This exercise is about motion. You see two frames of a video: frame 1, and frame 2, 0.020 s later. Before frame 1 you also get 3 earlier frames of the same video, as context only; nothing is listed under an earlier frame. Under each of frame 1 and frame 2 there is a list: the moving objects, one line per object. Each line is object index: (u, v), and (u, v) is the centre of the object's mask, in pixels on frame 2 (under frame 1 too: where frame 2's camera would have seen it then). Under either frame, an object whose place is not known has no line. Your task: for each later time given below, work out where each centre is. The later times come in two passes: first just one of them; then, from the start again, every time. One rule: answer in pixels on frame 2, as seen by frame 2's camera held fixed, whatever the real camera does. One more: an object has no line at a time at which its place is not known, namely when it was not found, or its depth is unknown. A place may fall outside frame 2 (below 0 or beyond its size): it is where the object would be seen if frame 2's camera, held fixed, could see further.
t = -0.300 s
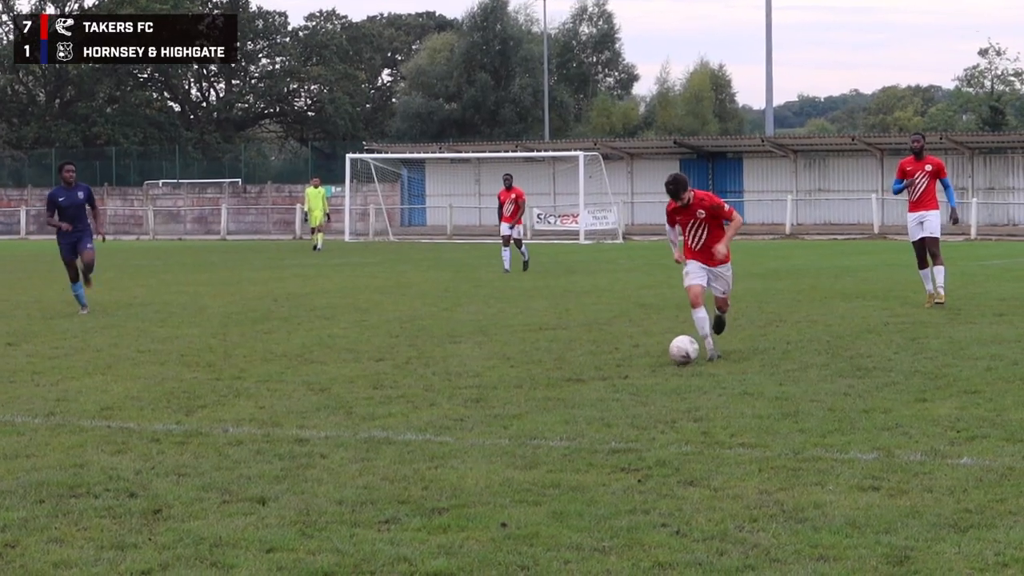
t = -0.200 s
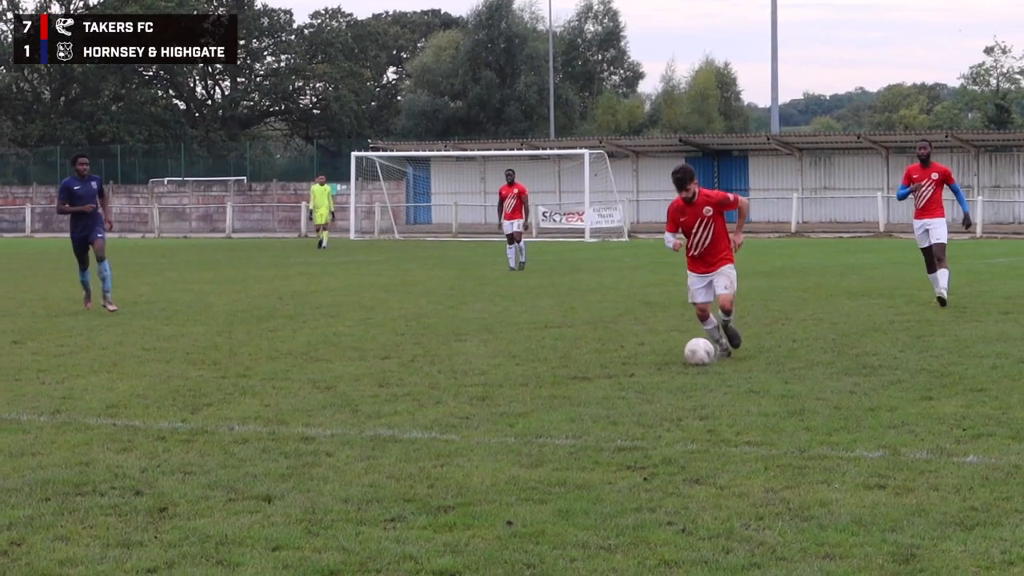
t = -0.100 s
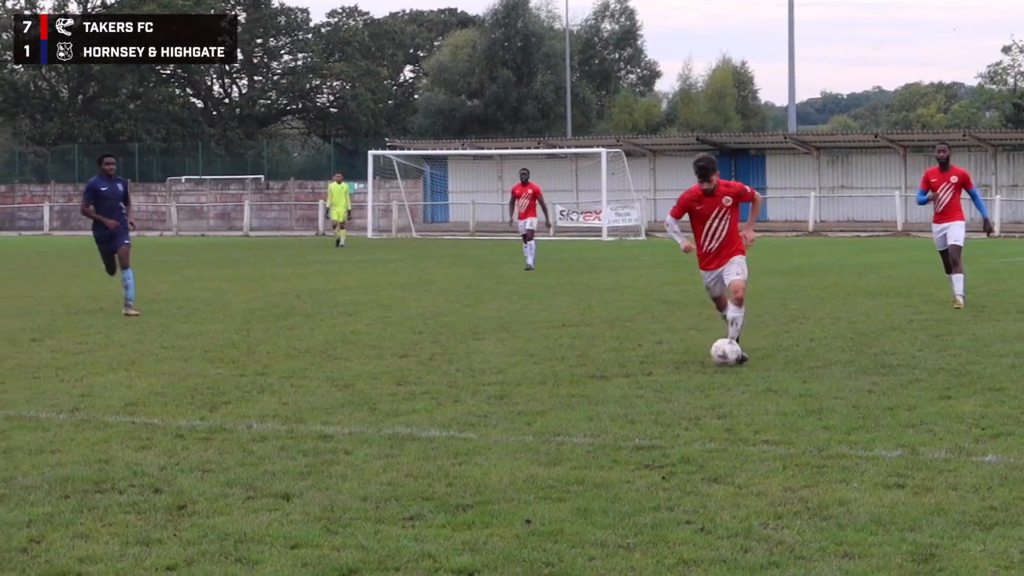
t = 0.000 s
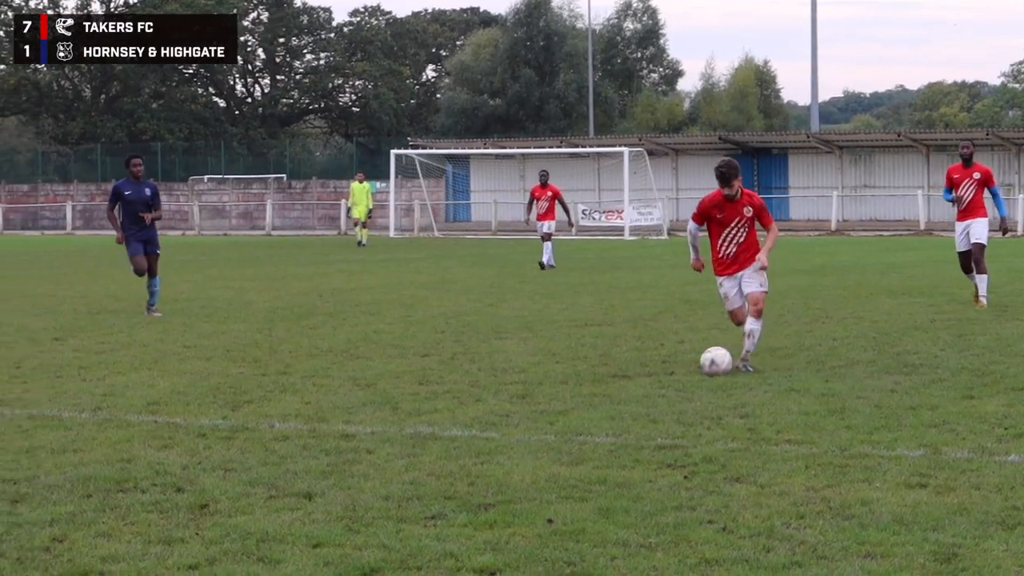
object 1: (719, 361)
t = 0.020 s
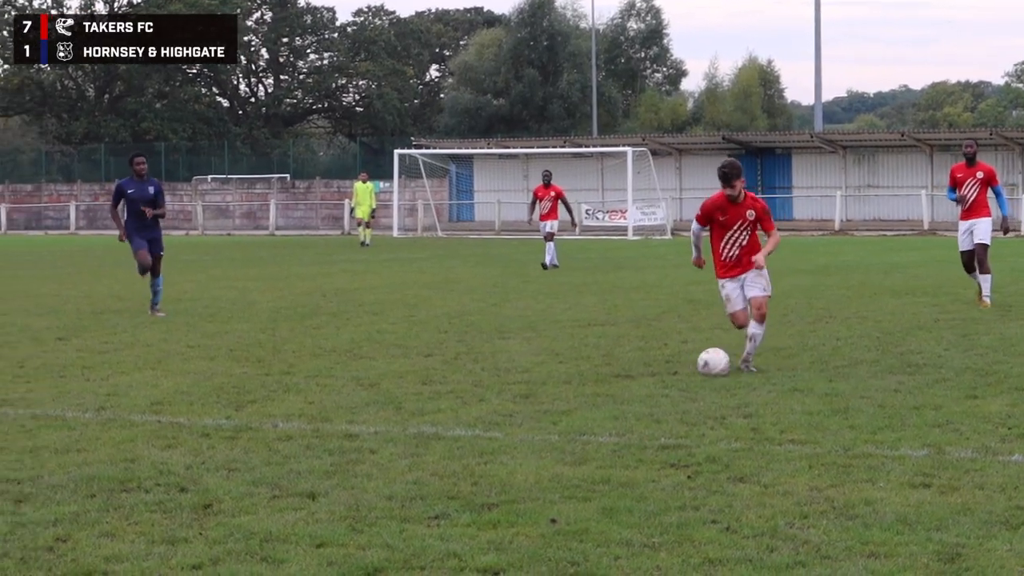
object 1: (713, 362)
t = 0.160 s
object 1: (678, 363)
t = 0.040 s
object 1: (708, 363)
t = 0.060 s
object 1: (702, 366)
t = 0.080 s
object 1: (697, 366)
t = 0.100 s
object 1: (693, 364)
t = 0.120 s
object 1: (688, 364)
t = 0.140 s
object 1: (683, 363)
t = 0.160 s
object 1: (678, 363)
